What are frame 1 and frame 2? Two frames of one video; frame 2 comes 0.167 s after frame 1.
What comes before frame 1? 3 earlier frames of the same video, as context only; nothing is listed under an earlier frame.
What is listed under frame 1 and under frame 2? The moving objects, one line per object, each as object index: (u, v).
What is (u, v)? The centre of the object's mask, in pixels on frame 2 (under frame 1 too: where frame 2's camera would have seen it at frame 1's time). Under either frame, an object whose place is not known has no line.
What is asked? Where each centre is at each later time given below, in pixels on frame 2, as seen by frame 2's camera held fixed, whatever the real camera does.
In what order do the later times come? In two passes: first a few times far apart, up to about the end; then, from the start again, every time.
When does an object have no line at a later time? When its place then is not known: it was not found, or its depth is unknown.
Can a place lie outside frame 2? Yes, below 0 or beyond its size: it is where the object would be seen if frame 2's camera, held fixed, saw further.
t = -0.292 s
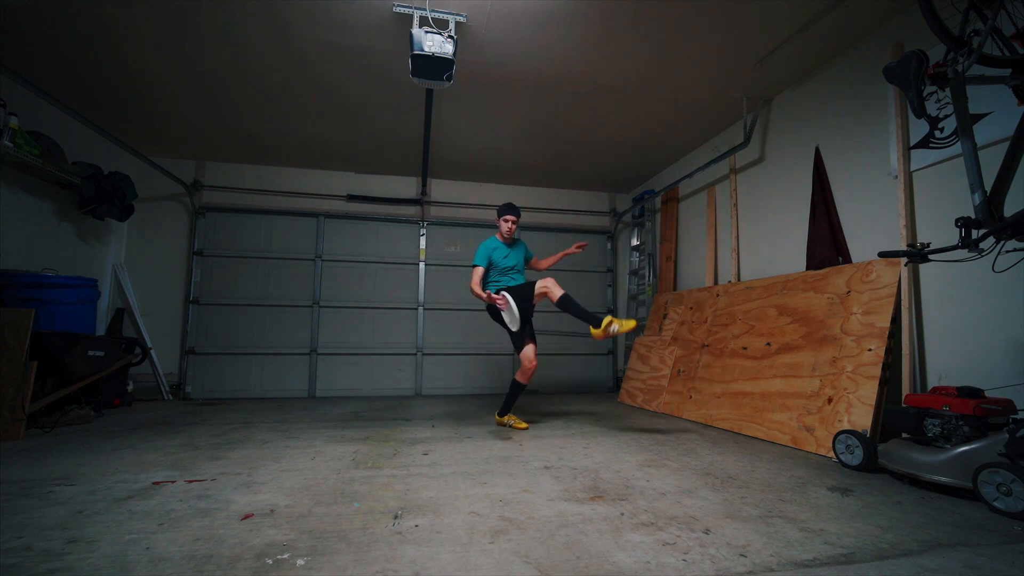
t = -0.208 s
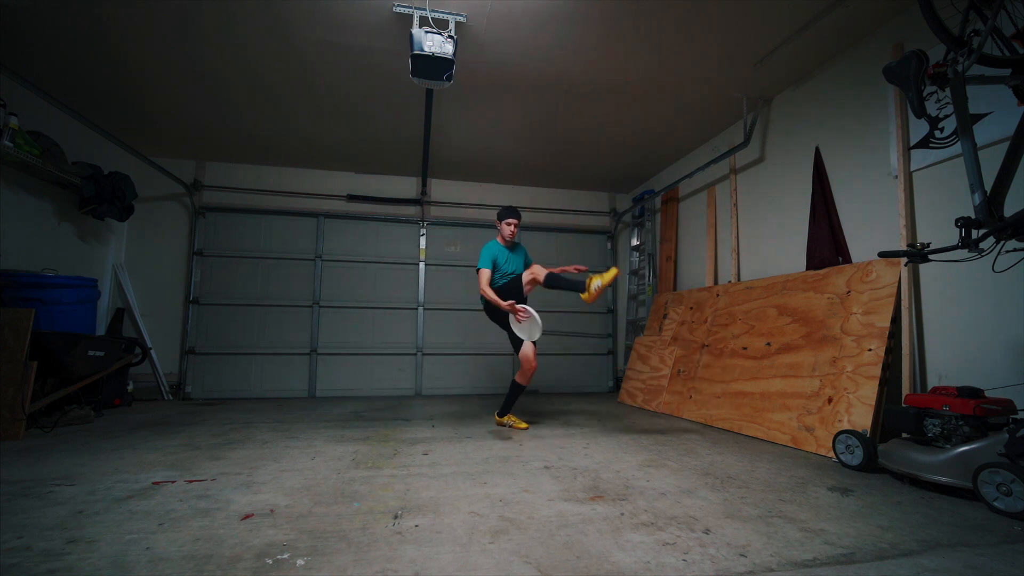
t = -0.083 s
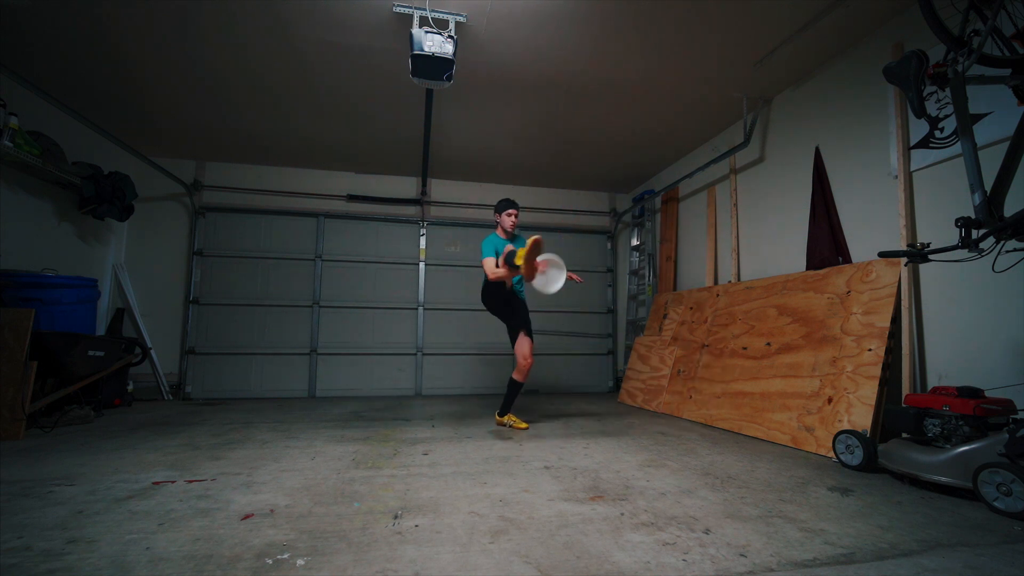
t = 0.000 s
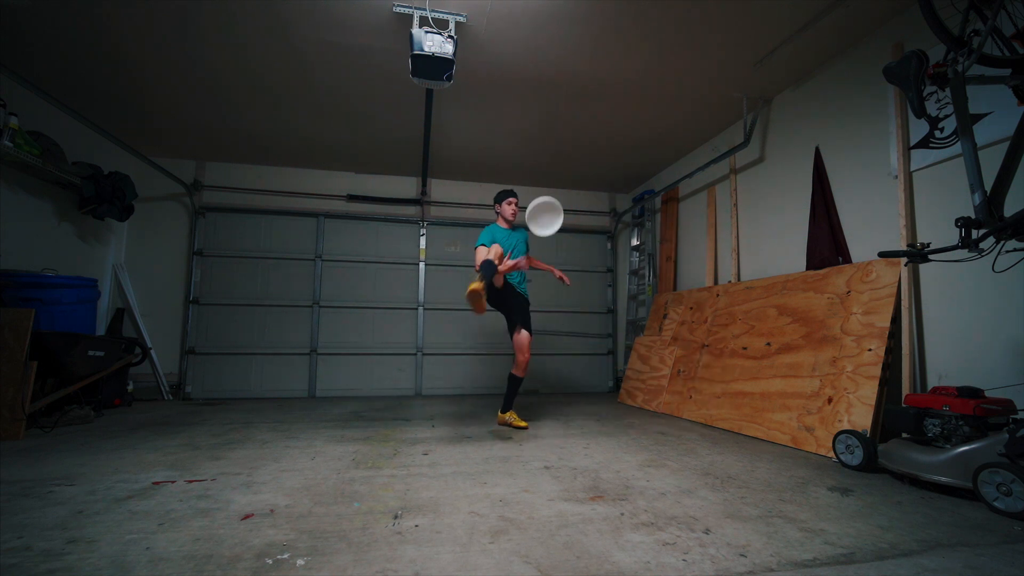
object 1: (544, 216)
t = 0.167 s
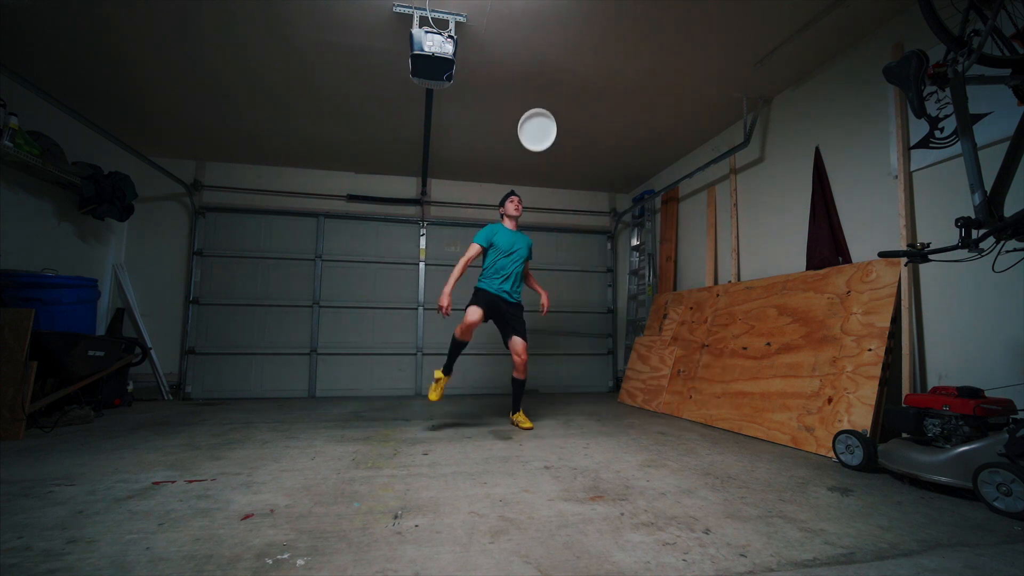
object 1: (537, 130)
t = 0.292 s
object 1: (532, 90)
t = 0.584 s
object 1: (518, 67)
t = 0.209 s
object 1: (535, 117)
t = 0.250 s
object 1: (533, 100)
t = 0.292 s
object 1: (532, 90)
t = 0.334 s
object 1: (530, 79)
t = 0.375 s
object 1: (528, 73)
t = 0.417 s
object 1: (526, 68)
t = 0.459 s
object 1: (524, 65)
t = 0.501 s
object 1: (522, 64)
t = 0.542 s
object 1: (520, 65)
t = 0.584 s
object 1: (518, 67)
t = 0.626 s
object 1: (515, 74)
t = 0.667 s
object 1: (513, 82)
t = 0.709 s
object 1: (511, 90)
